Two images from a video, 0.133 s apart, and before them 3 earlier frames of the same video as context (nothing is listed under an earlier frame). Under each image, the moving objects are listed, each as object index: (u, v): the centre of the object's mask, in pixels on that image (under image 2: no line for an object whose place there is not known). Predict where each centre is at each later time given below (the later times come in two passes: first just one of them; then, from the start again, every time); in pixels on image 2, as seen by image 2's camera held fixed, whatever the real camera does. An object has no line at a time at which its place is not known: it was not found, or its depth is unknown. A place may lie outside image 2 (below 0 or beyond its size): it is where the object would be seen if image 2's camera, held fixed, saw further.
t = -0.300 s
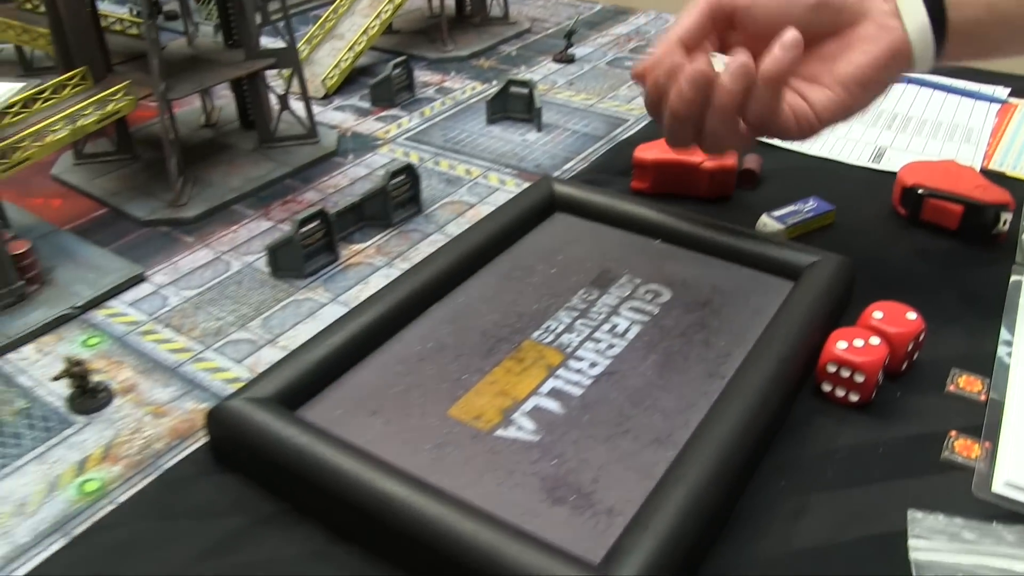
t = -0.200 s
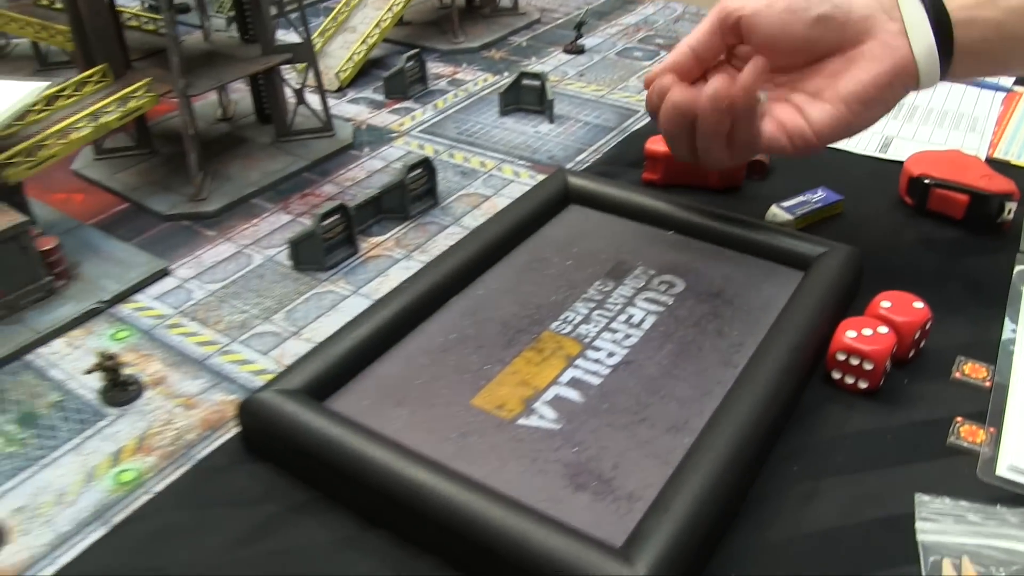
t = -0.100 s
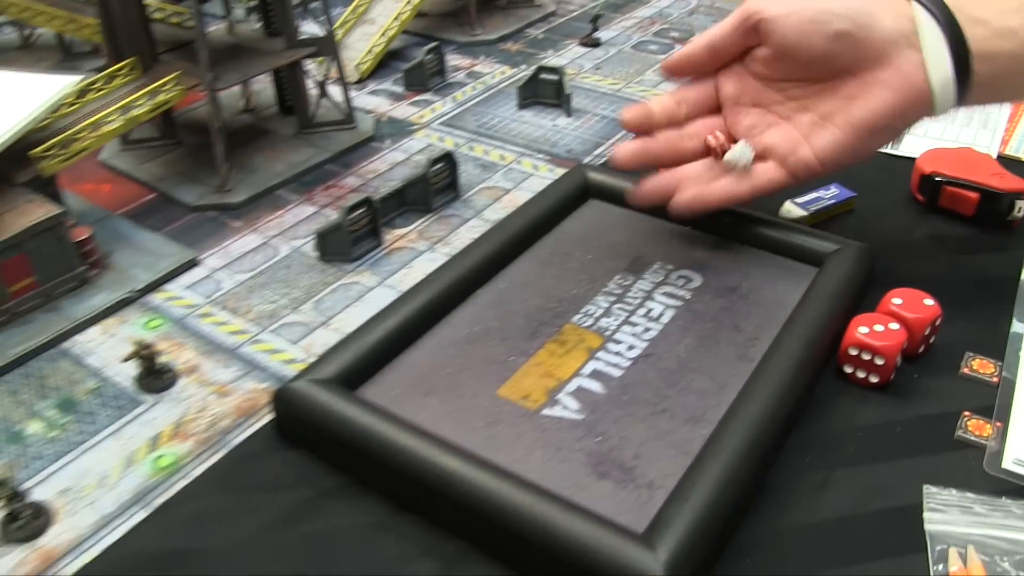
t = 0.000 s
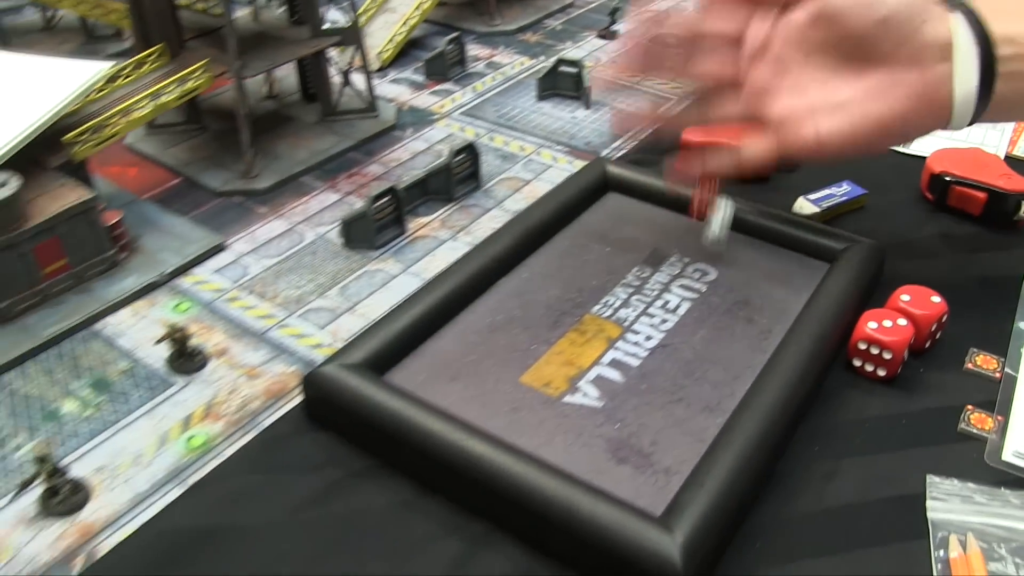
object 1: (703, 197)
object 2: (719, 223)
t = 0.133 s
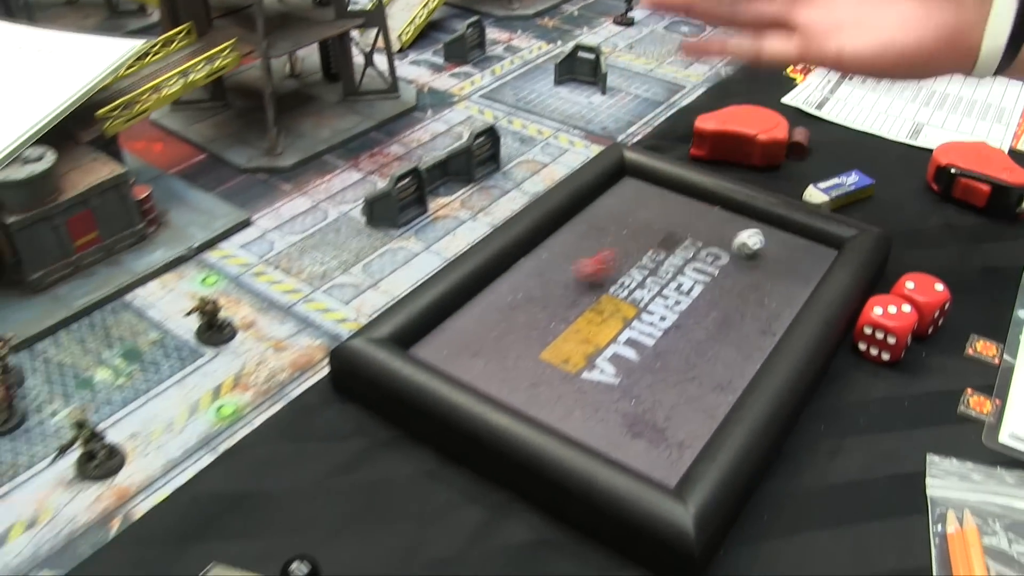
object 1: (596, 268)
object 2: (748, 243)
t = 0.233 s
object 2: (772, 250)
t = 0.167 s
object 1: (563, 277)
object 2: (757, 243)
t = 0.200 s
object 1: (526, 286)
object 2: (763, 246)
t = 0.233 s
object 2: (772, 250)
